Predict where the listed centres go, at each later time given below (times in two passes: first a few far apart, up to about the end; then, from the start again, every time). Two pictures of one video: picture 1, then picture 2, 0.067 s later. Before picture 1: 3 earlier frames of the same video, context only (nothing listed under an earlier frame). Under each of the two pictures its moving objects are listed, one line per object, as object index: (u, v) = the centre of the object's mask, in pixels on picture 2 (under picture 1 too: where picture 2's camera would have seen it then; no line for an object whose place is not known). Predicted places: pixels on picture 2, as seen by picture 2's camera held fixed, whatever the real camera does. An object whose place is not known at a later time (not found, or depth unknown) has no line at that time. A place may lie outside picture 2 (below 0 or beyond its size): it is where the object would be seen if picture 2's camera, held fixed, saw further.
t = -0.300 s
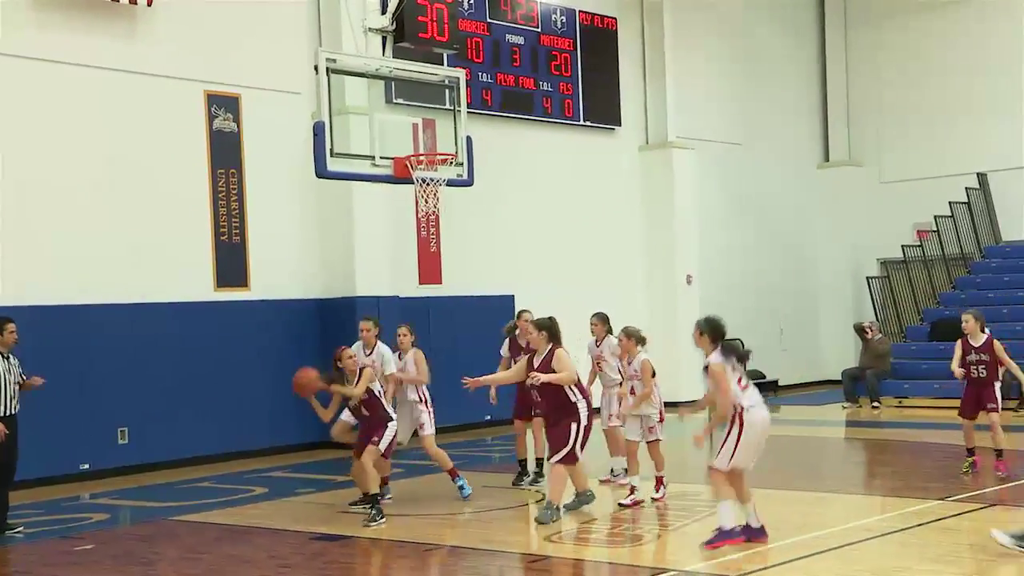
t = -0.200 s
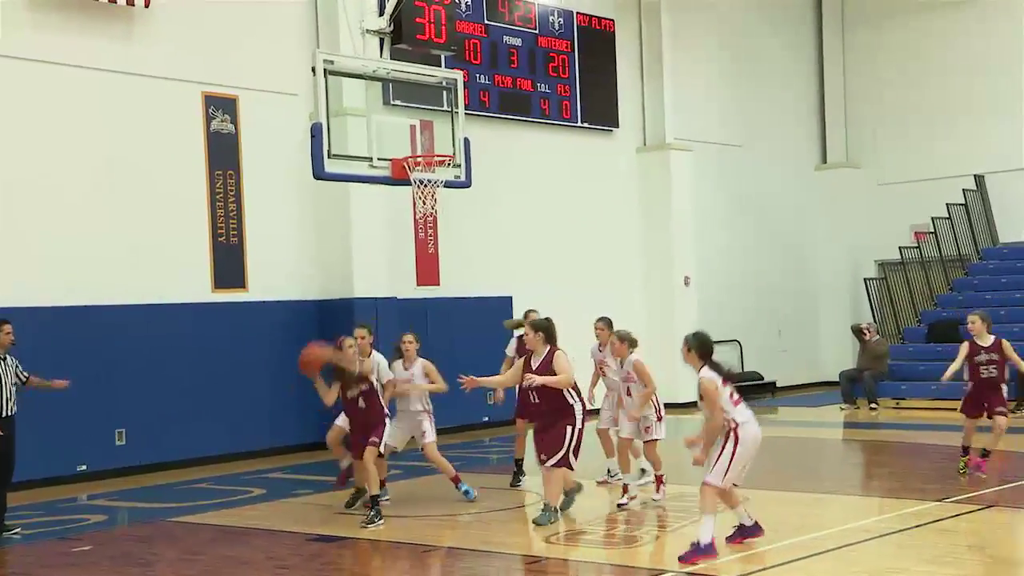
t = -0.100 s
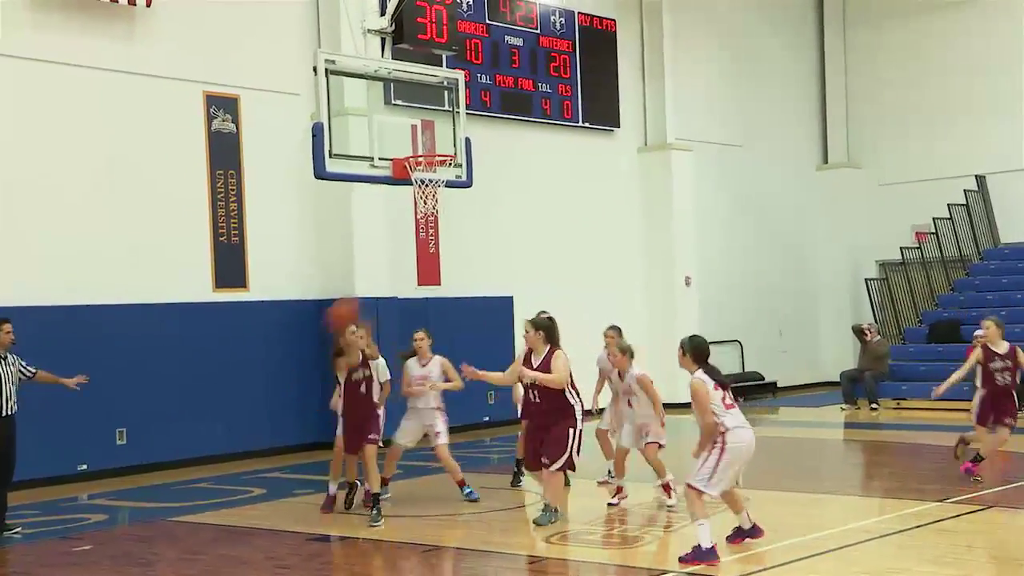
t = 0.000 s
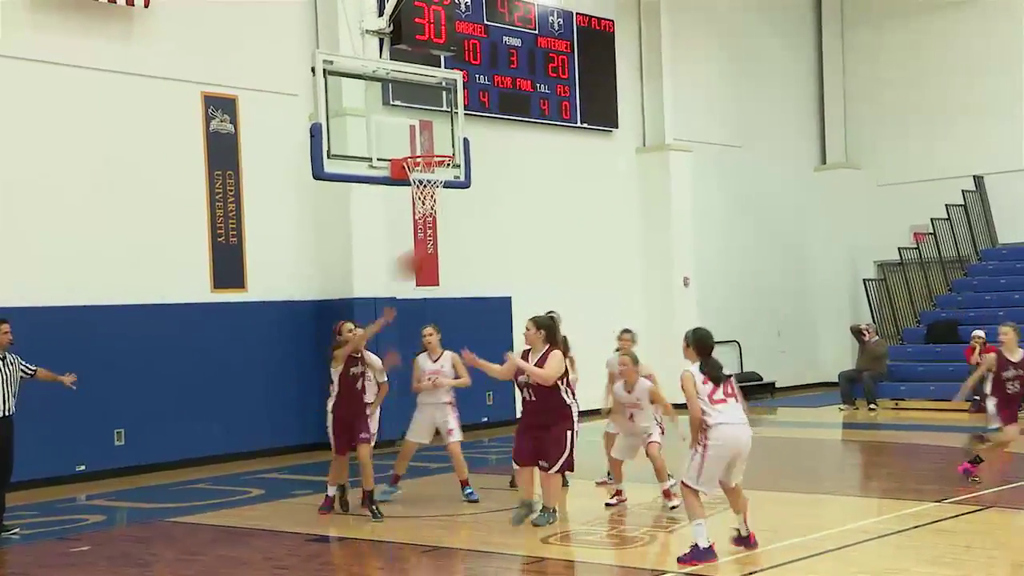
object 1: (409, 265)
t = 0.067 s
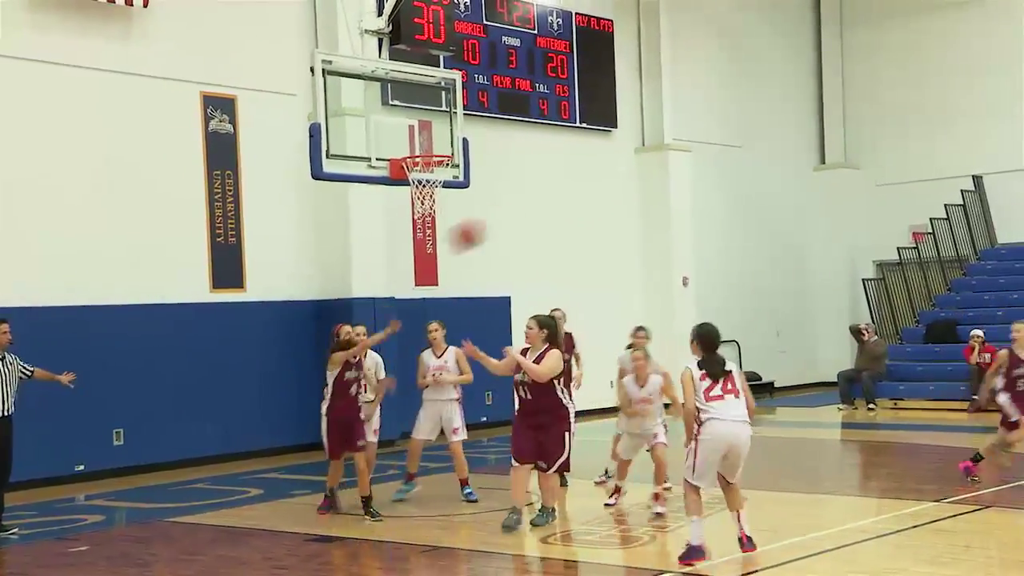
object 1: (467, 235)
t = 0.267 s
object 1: (643, 182)
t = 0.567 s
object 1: (931, 200)
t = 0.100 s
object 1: (495, 223)
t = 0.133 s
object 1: (522, 213)
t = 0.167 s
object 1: (553, 203)
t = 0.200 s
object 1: (582, 195)
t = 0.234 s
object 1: (612, 187)
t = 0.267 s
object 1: (643, 182)
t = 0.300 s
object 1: (672, 178)
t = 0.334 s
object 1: (707, 175)
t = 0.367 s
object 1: (736, 174)
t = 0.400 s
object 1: (769, 174)
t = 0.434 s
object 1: (802, 176)
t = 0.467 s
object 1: (833, 180)
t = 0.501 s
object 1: (865, 186)
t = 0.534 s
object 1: (897, 192)
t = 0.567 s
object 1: (931, 200)
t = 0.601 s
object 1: (967, 212)
